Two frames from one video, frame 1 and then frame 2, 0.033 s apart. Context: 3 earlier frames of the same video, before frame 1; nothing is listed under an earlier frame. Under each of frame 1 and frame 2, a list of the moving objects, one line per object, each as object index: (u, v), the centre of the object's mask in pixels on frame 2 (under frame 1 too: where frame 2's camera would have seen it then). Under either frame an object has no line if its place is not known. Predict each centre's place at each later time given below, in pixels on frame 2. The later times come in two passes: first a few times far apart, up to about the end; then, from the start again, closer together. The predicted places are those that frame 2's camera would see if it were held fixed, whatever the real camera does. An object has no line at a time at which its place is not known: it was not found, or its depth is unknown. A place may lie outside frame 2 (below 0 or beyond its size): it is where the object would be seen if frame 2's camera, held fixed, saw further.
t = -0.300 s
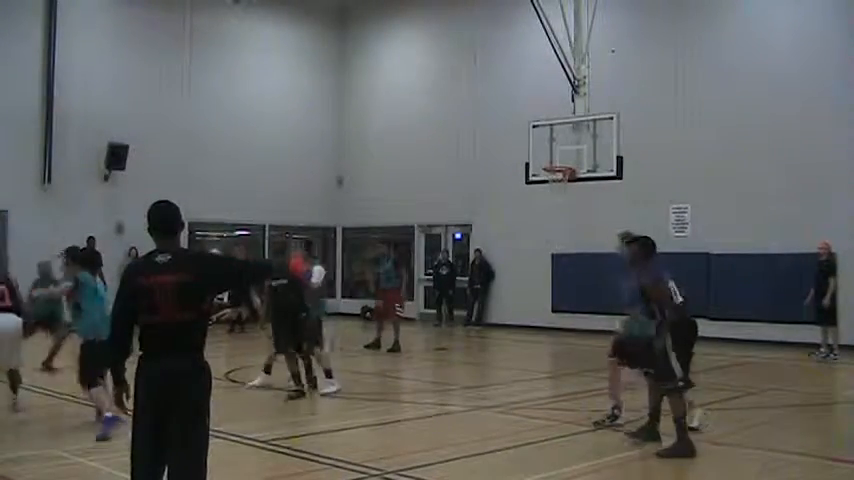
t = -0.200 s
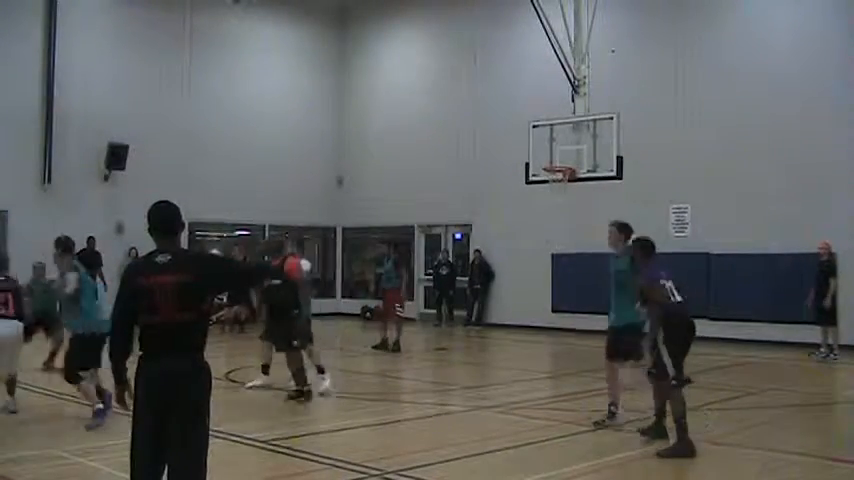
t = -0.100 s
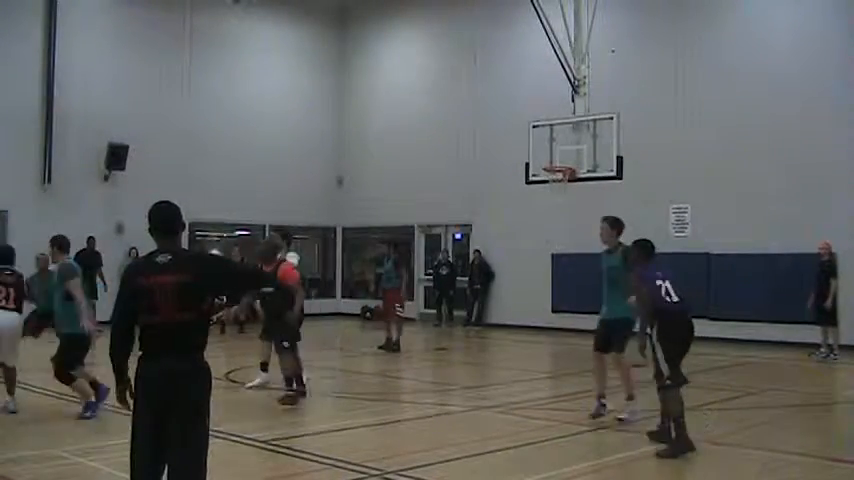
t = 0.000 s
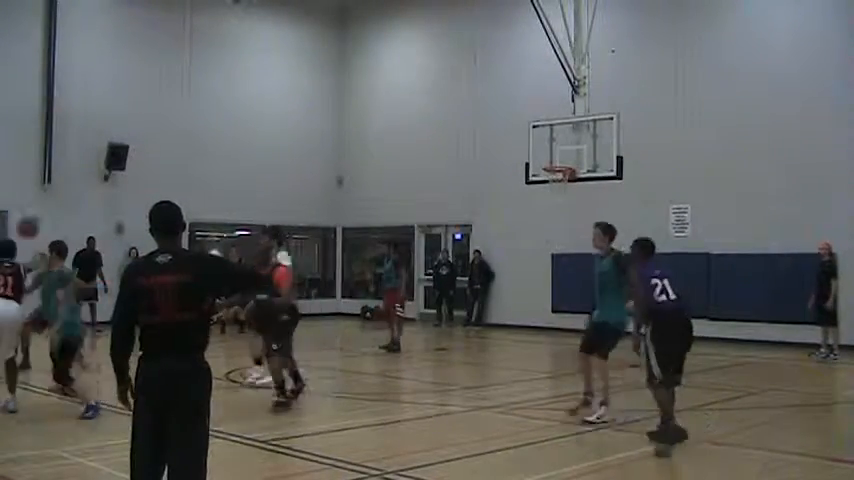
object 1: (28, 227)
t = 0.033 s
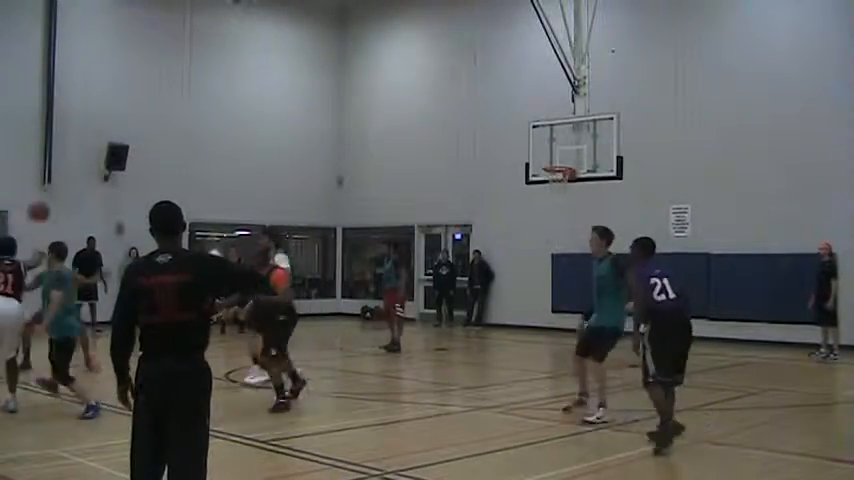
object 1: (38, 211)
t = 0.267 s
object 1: (97, 149)
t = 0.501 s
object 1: (141, 137)
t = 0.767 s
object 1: (173, 159)
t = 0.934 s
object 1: (187, 189)
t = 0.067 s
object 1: (49, 196)
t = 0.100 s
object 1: (59, 185)
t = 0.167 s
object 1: (76, 167)
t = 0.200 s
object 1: (85, 159)
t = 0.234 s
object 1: (92, 153)
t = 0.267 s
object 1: (97, 149)
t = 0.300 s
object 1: (104, 143)
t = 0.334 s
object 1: (116, 138)
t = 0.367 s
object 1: (119, 137)
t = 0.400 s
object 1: (126, 136)
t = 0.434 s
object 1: (131, 136)
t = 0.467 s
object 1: (136, 136)
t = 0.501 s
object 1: (141, 137)
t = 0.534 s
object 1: (146, 138)
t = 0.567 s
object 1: (151, 140)
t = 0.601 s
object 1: (155, 143)
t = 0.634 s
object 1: (159, 145)
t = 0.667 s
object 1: (162, 147)
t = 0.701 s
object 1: (166, 152)
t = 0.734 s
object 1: (170, 156)
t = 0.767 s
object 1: (173, 159)
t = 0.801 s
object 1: (177, 166)
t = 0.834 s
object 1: (179, 172)
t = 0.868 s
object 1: (182, 177)
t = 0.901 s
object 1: (185, 183)
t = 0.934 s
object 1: (187, 189)
